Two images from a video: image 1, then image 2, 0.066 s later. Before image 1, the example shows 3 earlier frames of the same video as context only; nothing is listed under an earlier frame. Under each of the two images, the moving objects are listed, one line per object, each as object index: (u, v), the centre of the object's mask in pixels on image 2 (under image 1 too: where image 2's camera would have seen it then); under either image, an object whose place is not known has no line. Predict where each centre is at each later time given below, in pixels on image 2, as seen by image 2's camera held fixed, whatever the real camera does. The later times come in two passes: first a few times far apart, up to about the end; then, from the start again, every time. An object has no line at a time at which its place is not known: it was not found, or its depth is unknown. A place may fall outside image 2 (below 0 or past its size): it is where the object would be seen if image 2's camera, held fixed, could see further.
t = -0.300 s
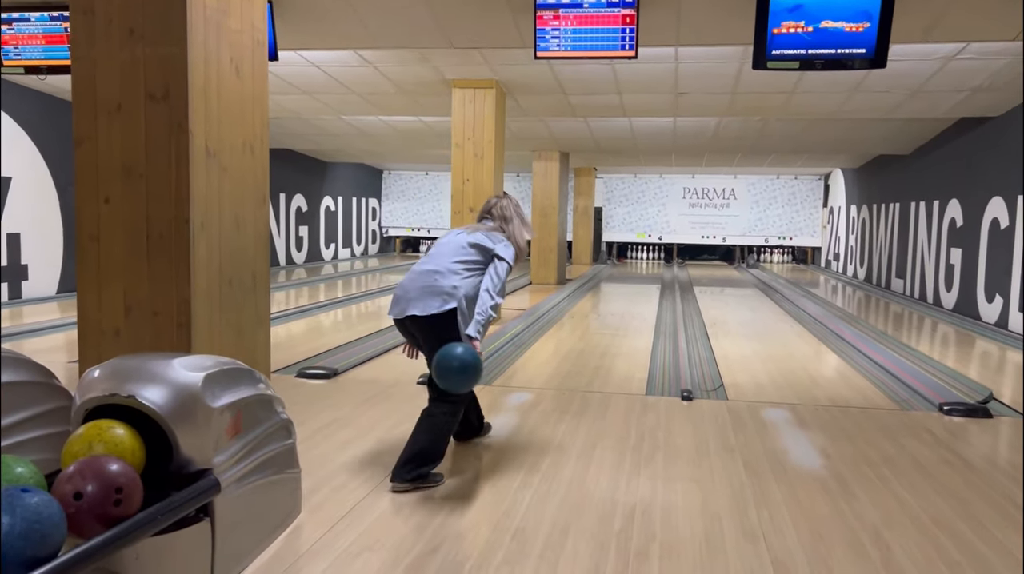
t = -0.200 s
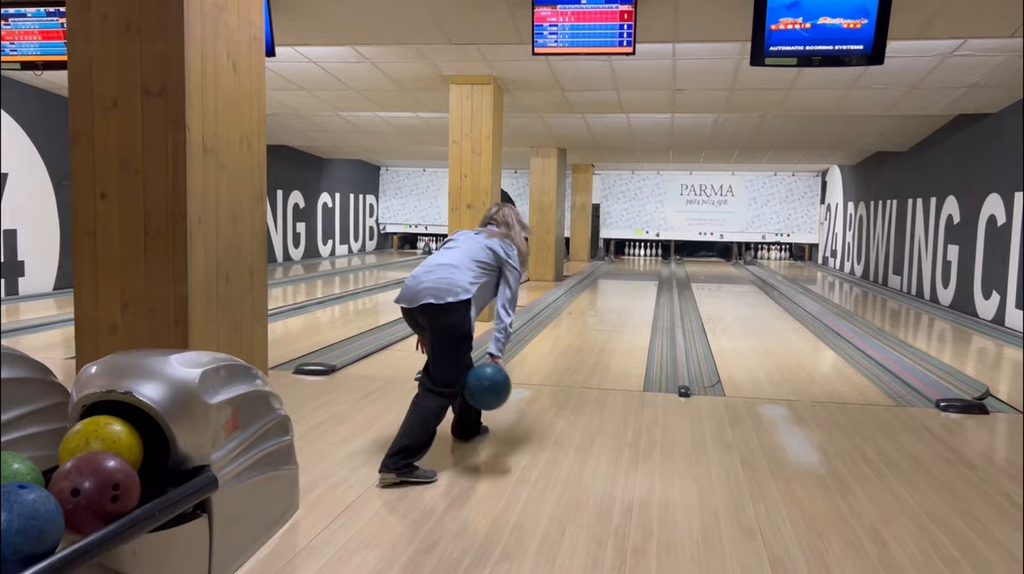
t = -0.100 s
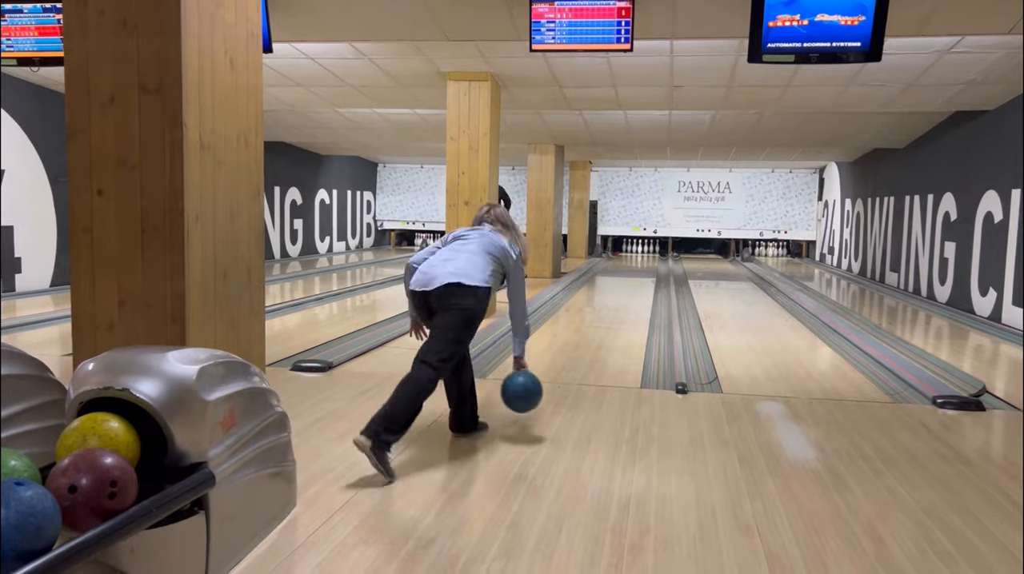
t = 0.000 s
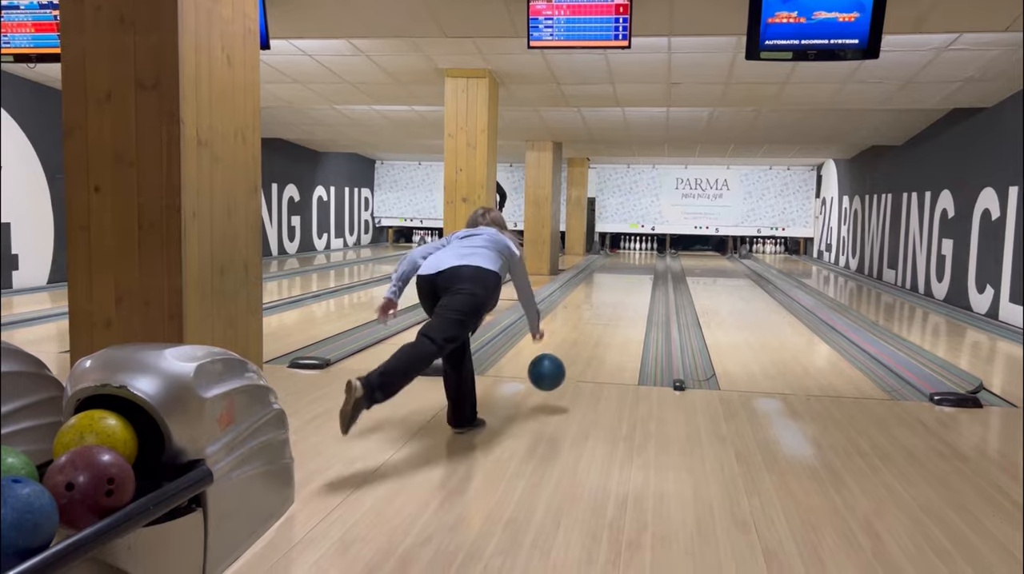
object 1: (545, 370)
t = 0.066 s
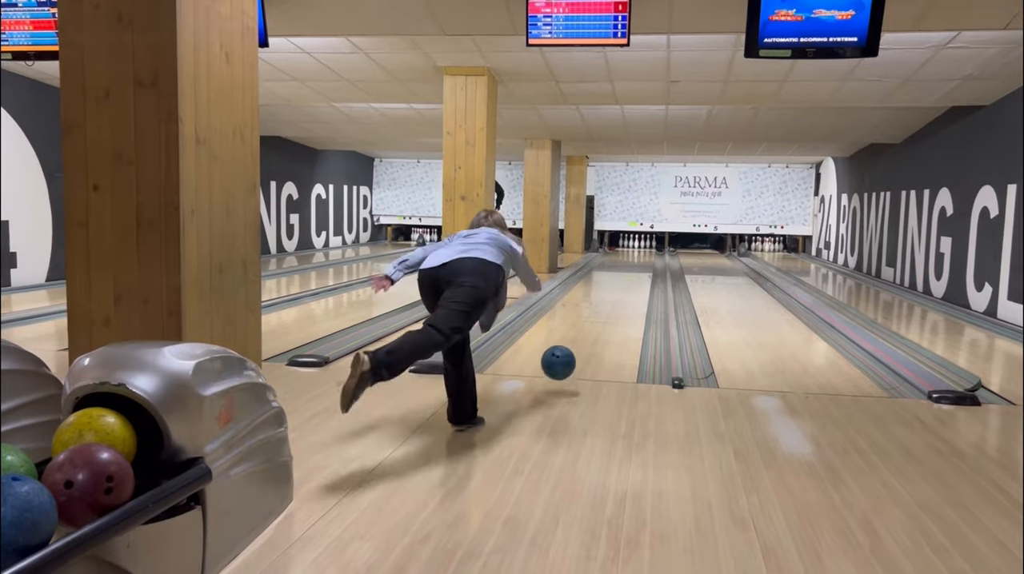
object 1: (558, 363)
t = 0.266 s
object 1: (587, 350)
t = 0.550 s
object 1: (614, 324)
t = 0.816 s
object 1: (631, 307)
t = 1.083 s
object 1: (642, 295)
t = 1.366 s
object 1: (651, 287)
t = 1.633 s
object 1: (658, 283)
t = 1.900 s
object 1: (658, 279)
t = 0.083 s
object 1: (561, 362)
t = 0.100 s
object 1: (564, 362)
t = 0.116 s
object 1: (567, 362)
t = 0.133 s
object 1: (569, 363)
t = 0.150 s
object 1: (572, 364)
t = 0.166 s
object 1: (574, 364)
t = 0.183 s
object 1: (576, 361)
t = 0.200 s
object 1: (579, 358)
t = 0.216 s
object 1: (581, 356)
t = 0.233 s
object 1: (583, 354)
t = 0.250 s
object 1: (585, 352)
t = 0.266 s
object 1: (587, 350)
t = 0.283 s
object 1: (589, 348)
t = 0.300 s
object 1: (591, 346)
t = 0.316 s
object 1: (593, 344)
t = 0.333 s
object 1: (595, 343)
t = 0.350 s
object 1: (597, 341)
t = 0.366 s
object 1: (598, 339)
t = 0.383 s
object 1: (600, 338)
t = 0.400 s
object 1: (602, 336)
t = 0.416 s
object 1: (603, 335)
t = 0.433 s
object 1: (605, 333)
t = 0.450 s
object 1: (606, 331)
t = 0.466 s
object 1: (608, 330)
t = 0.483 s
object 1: (609, 329)
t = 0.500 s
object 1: (610, 327)
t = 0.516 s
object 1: (612, 326)
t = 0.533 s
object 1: (613, 325)
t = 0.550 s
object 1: (614, 324)
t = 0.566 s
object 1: (615, 322)
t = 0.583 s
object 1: (617, 321)
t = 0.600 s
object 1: (618, 320)
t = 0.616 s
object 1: (619, 319)
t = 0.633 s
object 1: (620, 318)
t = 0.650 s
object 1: (621, 316)
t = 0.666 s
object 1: (622, 315)
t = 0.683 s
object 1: (623, 314)
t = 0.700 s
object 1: (624, 314)
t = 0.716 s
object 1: (625, 312)
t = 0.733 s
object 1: (626, 311)
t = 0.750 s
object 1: (627, 310)
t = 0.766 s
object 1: (628, 309)
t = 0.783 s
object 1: (629, 309)
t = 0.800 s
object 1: (630, 308)
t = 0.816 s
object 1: (631, 307)
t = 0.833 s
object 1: (631, 306)
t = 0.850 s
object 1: (632, 305)
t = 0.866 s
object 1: (633, 304)
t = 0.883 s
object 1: (634, 304)
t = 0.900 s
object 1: (635, 303)
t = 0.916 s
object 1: (635, 302)
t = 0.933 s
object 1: (636, 301)
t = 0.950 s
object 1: (637, 301)
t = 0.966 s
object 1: (637, 300)
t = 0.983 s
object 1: (638, 299)
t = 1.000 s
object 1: (639, 299)
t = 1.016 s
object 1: (639, 298)
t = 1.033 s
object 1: (640, 297)
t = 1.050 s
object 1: (641, 297)
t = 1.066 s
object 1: (641, 296)
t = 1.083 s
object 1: (642, 295)
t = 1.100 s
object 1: (642, 295)
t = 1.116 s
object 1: (643, 294)
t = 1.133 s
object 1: (644, 294)
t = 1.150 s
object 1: (644, 293)
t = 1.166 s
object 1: (645, 292)
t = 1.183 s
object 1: (645, 292)
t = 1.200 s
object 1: (646, 291)
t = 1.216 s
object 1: (646, 291)
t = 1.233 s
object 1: (647, 290)
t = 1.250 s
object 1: (647, 290)
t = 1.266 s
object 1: (648, 289)
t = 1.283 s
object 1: (648, 289)
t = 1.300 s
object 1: (648, 288)
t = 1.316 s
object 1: (649, 288)
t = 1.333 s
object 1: (650, 287)
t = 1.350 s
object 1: (650, 287)
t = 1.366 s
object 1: (651, 287)
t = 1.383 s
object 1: (651, 286)
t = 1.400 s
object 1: (652, 286)
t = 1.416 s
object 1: (652, 286)
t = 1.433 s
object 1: (653, 285)
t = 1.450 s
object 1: (653, 285)
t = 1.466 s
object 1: (654, 285)
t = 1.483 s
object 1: (655, 285)
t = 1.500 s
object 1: (656, 285)
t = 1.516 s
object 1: (656, 286)
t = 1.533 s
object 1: (657, 286)
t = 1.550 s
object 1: (658, 286)
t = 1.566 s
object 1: (659, 285)
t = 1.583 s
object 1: (658, 285)
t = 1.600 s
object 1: (658, 283)
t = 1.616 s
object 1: (658, 284)
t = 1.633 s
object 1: (658, 283)
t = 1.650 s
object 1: (657, 283)
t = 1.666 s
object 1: (657, 283)
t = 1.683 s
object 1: (658, 283)
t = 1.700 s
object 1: (658, 282)
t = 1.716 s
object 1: (658, 282)
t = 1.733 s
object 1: (658, 282)
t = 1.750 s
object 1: (658, 281)
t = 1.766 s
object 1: (658, 281)
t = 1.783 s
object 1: (658, 280)
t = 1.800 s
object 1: (658, 280)
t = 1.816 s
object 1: (658, 280)
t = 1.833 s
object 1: (658, 280)
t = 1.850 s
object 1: (658, 279)
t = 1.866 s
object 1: (658, 279)
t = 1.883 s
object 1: (658, 279)
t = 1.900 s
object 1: (658, 279)
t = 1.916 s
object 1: (658, 278)
